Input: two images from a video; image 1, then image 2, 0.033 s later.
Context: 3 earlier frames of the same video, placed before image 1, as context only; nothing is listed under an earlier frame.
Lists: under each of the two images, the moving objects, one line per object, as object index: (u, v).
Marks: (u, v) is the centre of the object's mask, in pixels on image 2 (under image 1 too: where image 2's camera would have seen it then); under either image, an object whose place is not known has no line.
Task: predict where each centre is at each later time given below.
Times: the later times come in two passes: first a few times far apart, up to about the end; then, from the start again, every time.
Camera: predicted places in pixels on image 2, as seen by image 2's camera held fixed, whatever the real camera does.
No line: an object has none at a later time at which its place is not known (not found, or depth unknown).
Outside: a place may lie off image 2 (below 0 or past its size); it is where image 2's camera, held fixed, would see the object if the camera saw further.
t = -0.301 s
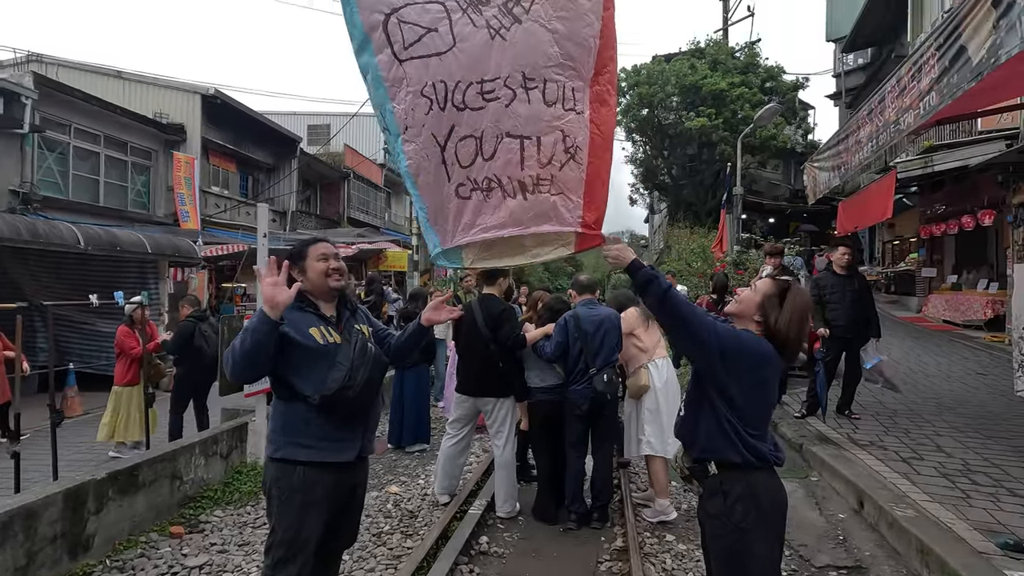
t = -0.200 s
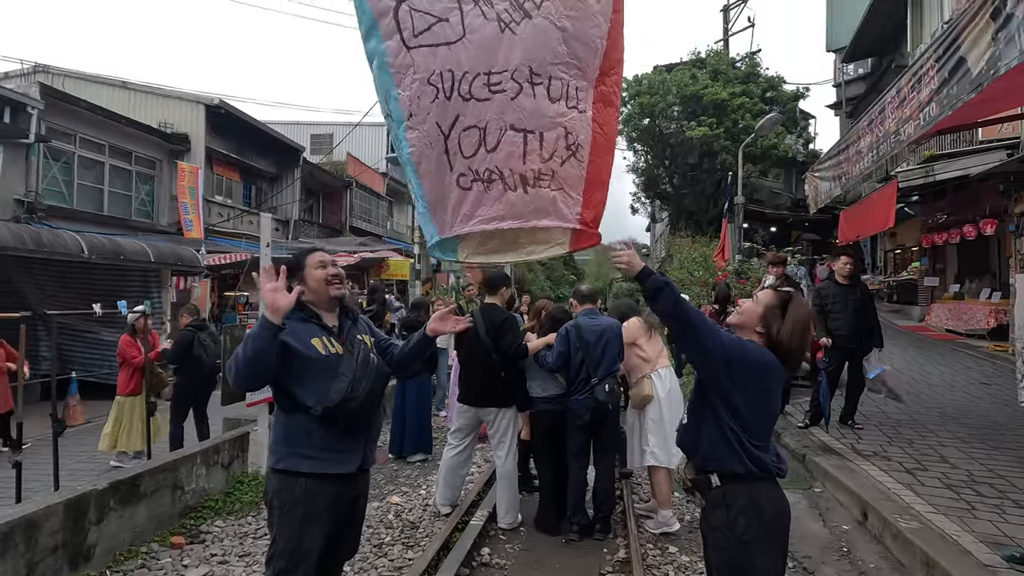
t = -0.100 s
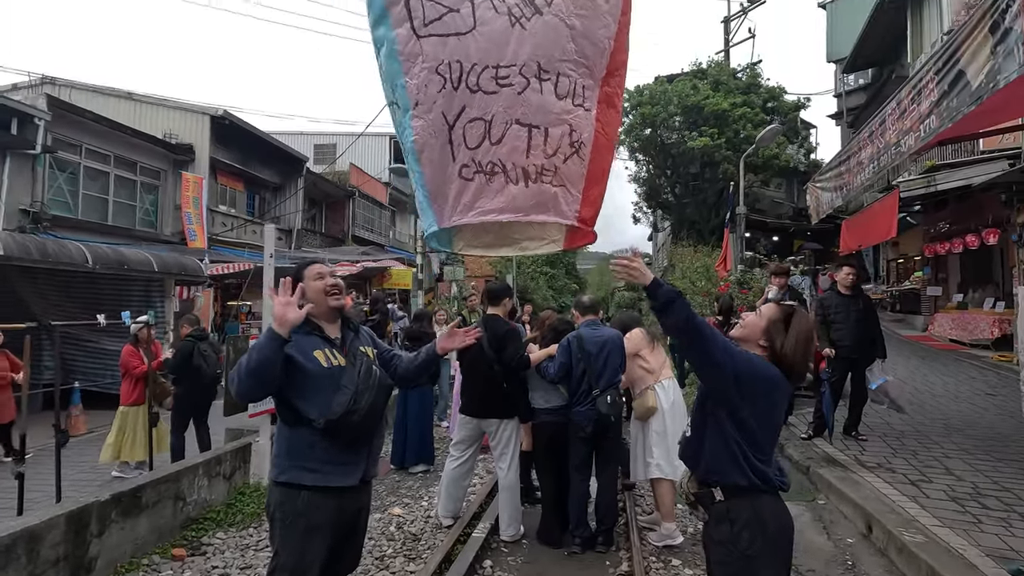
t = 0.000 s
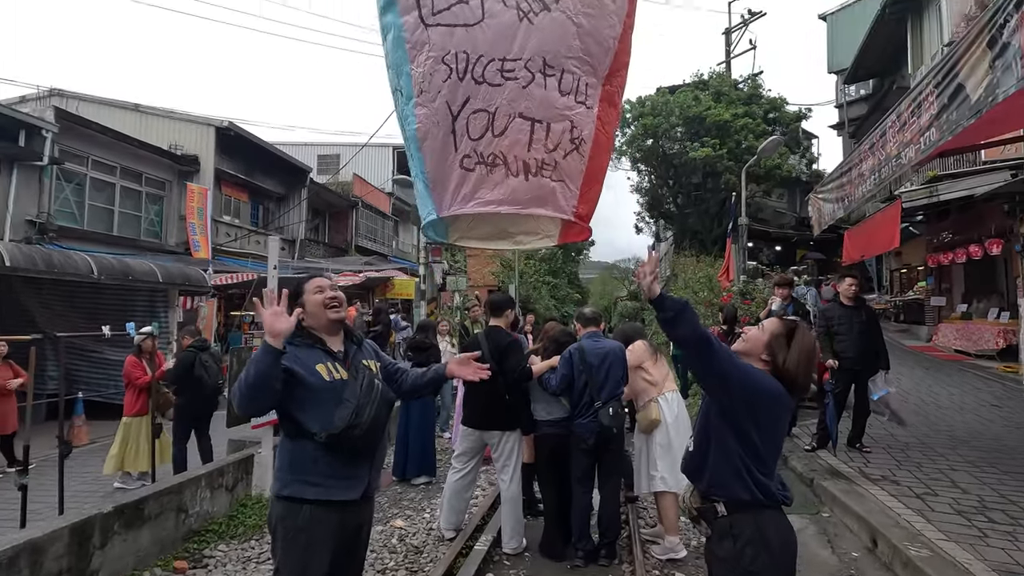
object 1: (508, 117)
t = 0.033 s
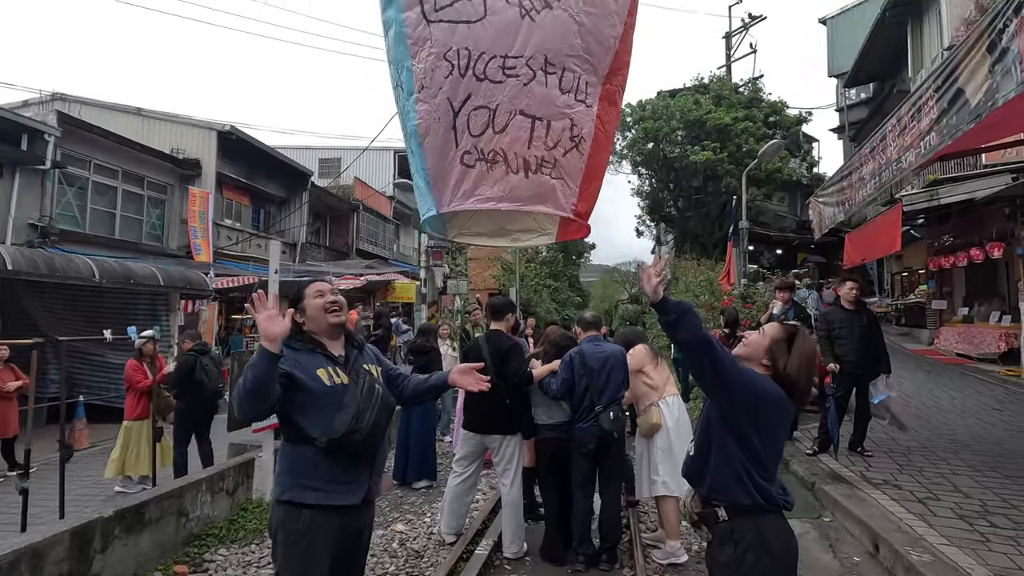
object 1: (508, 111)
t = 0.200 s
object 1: (506, 83)
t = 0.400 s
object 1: (500, 46)
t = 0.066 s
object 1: (508, 106)
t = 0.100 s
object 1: (508, 100)
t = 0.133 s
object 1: (508, 95)
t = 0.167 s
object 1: (507, 89)
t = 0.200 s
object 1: (506, 83)
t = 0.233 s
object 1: (505, 77)
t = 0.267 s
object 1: (504, 71)
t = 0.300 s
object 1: (503, 65)
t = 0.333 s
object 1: (502, 58)
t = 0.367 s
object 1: (501, 52)
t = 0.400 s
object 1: (500, 46)
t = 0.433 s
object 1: (498, 39)
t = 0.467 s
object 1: (497, 32)
